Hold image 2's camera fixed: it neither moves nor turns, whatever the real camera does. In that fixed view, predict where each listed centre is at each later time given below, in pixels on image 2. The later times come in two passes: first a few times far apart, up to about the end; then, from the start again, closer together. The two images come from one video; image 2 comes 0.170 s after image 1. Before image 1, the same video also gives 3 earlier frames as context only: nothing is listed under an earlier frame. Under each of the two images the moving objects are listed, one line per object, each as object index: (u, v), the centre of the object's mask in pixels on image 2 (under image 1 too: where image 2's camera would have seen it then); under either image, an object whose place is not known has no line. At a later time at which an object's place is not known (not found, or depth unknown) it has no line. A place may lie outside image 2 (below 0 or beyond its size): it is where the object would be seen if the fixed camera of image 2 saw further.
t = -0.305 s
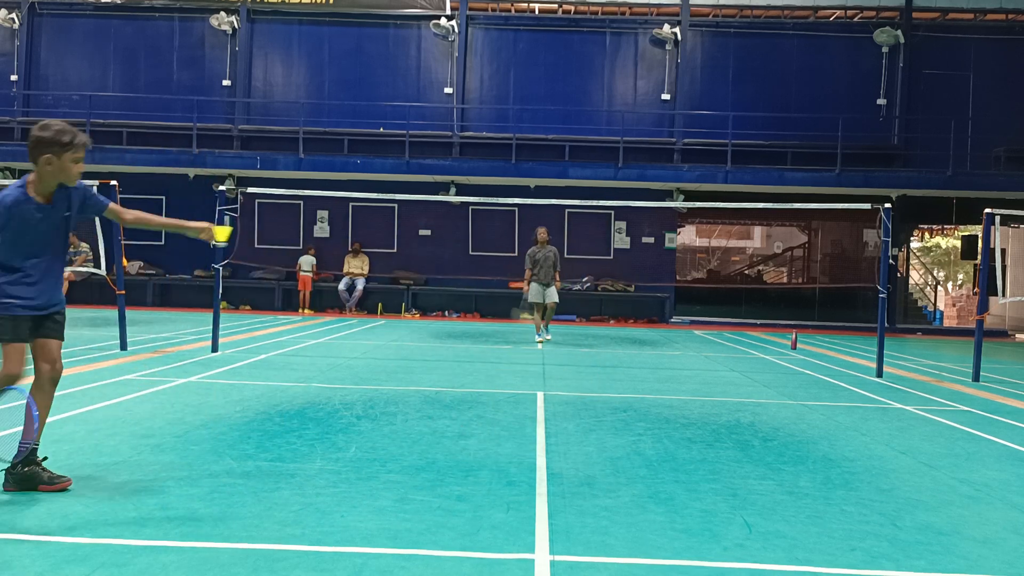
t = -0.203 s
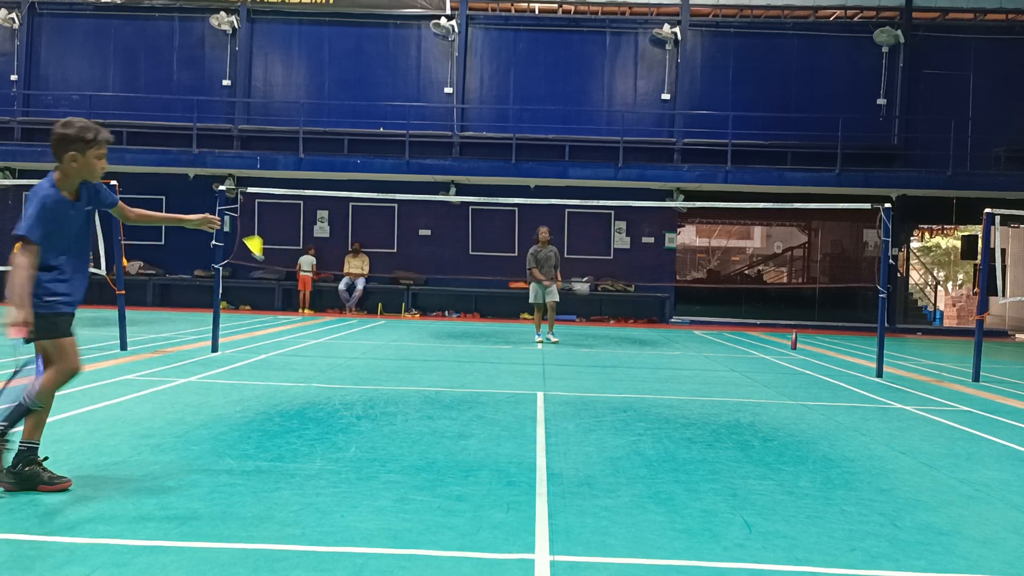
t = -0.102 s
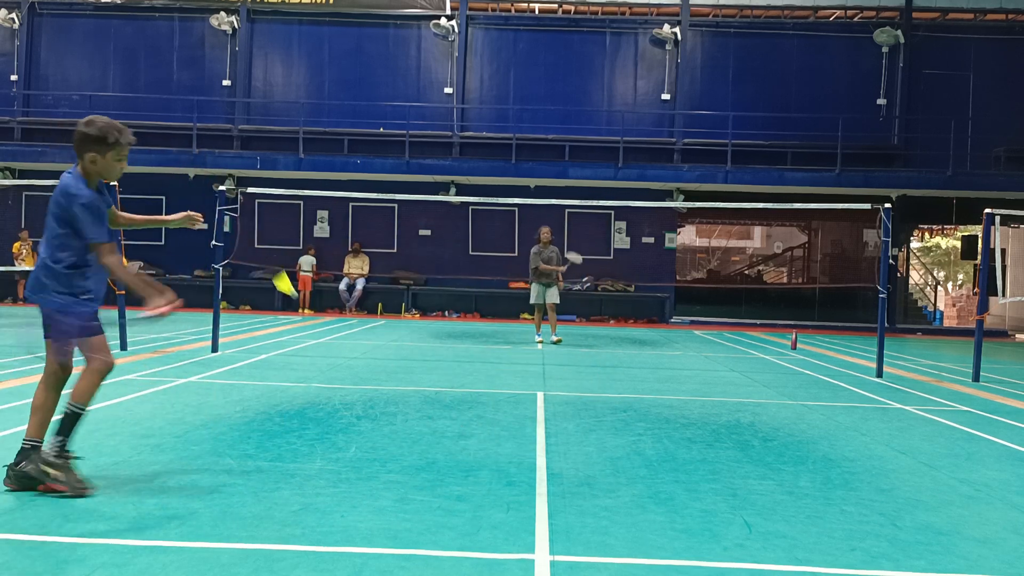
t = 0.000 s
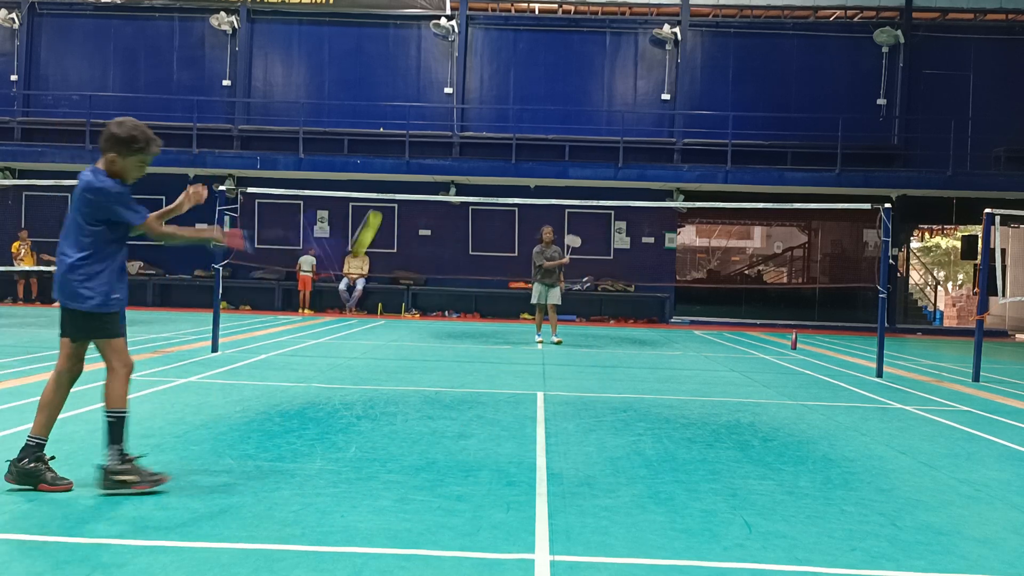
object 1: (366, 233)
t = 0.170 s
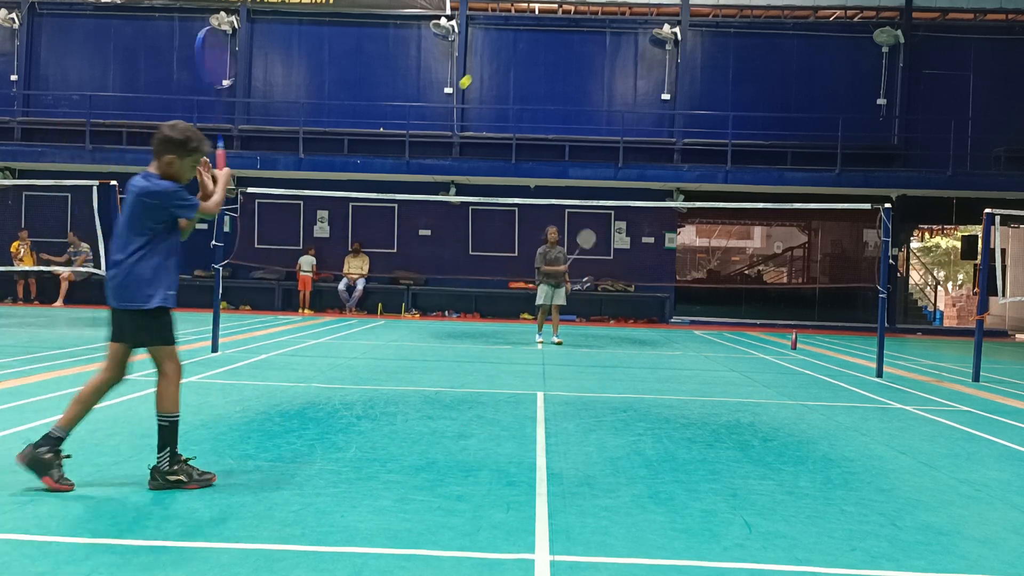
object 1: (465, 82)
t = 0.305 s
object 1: (496, 56)
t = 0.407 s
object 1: (509, 55)
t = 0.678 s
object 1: (531, 93)
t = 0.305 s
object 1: (496, 56)
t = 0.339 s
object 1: (501, 54)
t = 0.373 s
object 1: (505, 54)
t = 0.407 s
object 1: (509, 55)
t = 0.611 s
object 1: (527, 80)
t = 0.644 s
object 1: (529, 86)
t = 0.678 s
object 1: (531, 93)
